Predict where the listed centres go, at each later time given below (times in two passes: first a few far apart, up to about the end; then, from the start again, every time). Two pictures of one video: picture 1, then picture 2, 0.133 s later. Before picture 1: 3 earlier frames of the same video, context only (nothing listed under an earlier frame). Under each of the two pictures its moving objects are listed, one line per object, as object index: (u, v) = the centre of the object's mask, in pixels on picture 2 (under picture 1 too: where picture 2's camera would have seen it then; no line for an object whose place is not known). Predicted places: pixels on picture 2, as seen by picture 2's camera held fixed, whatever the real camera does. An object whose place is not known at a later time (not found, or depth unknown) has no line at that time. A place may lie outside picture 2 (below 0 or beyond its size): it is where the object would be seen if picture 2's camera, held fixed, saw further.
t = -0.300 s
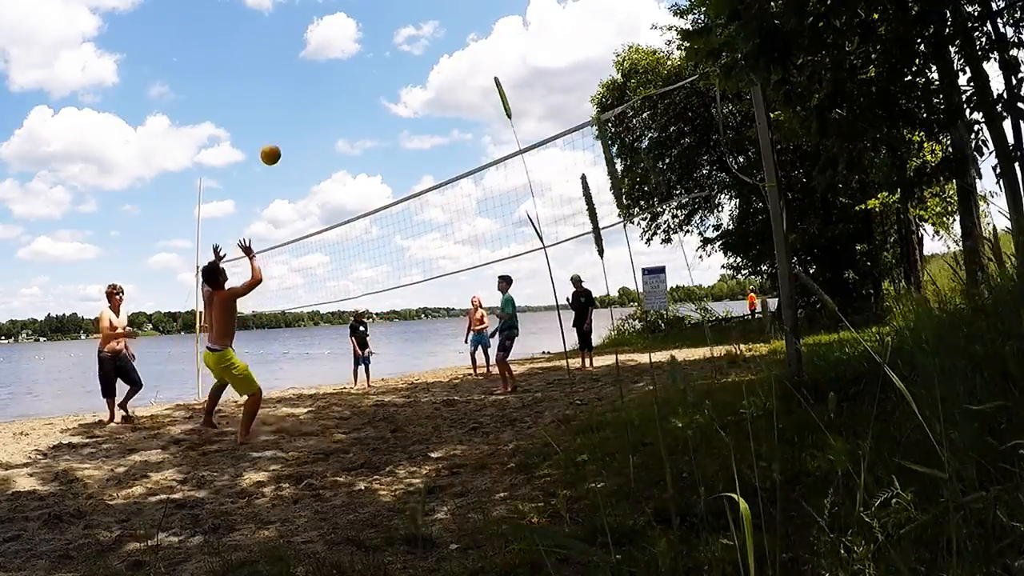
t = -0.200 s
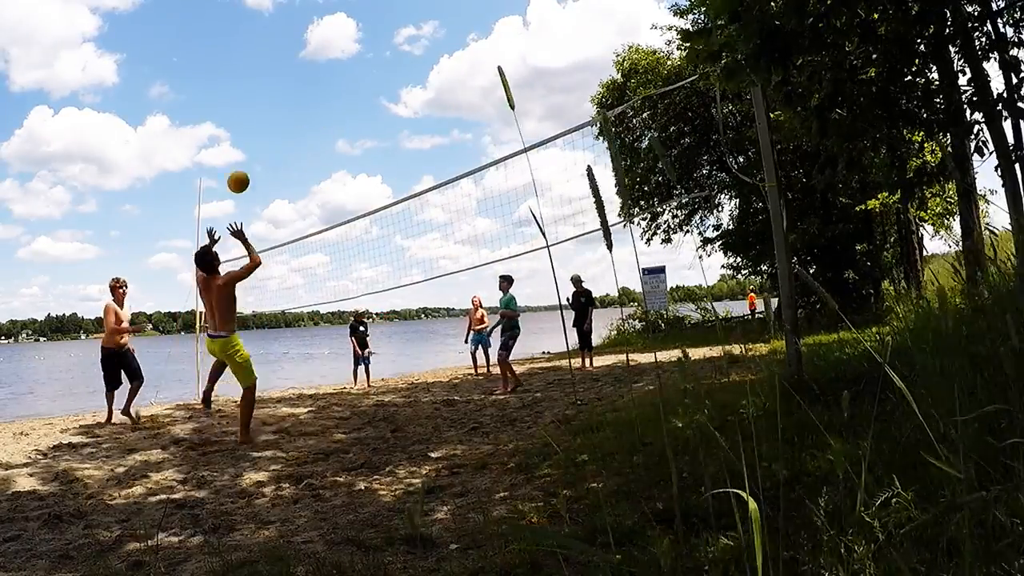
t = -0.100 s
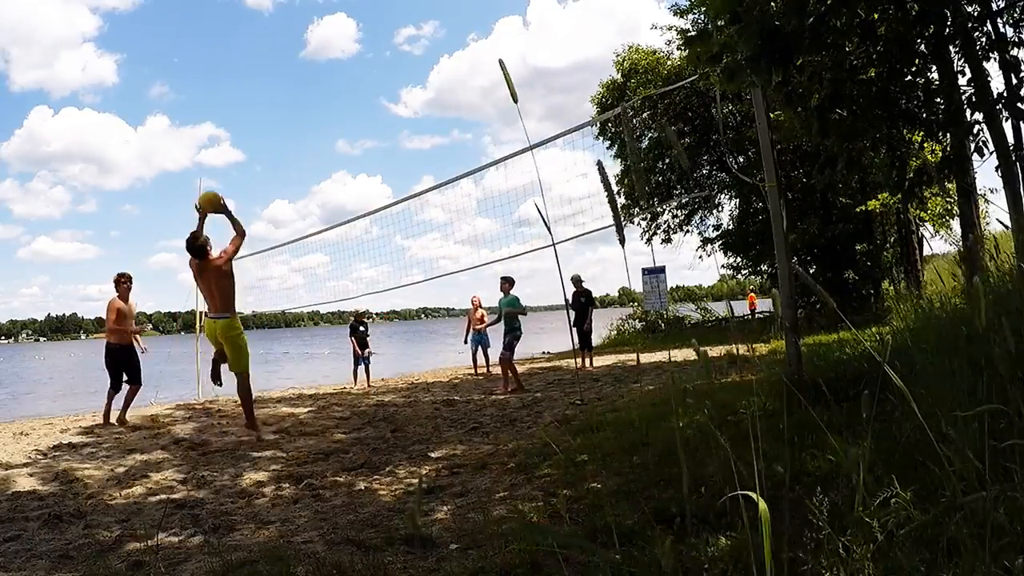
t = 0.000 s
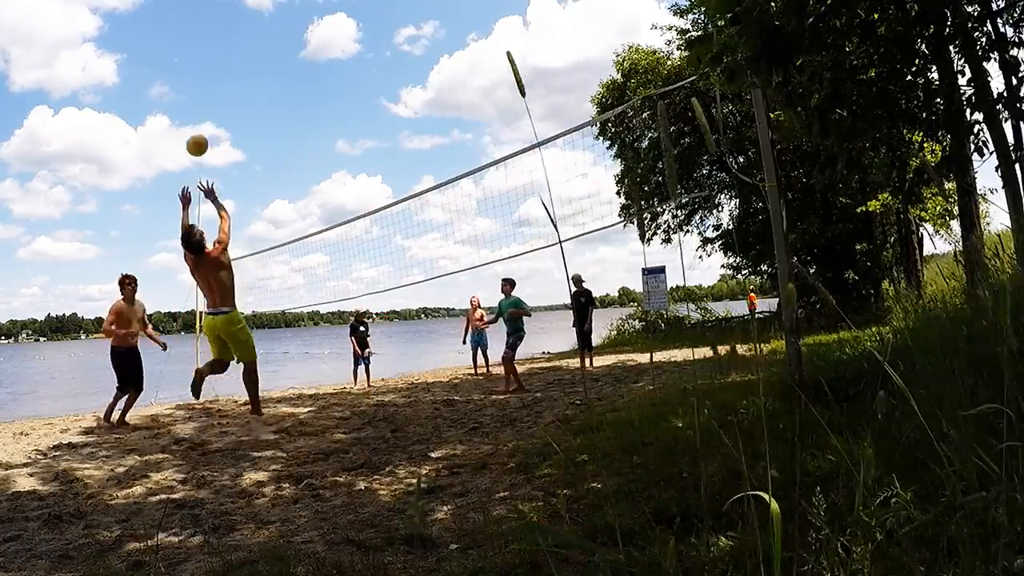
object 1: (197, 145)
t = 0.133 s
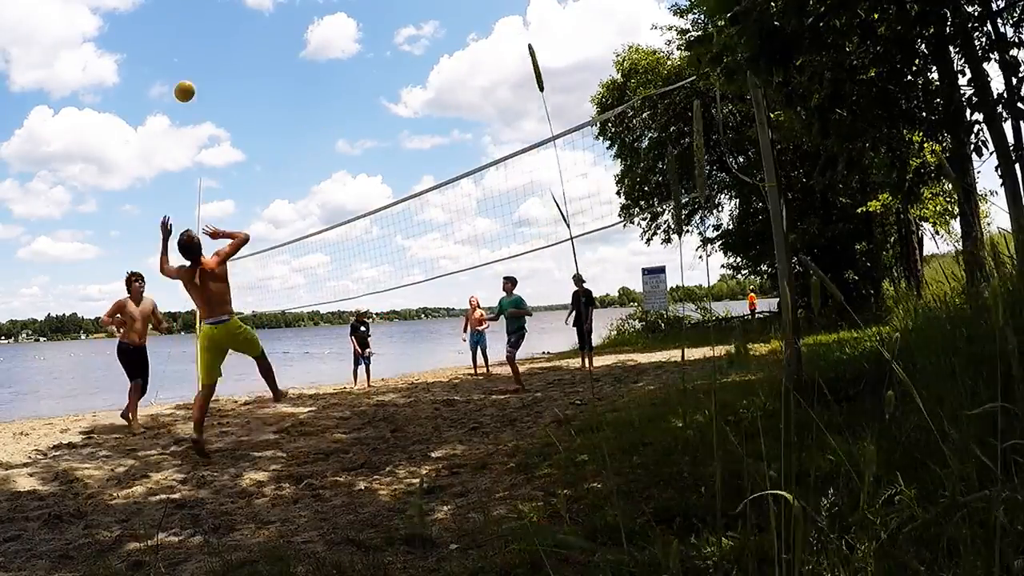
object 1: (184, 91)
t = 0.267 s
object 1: (173, 59)
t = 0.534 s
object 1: (151, 46)
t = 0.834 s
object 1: (125, 101)
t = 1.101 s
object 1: (105, 205)
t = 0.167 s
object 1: (181, 81)
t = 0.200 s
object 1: (179, 72)
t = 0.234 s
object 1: (176, 65)
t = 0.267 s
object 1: (173, 59)
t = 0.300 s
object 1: (170, 54)
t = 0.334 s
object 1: (168, 50)
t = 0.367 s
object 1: (165, 47)
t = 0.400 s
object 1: (162, 45)
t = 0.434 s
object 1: (159, 44)
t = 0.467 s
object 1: (156, 44)
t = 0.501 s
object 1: (154, 45)
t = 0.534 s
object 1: (151, 46)
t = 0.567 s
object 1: (148, 49)
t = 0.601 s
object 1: (145, 53)
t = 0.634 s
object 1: (142, 57)
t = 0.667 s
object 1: (139, 62)
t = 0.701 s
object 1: (137, 68)
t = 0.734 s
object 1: (134, 75)
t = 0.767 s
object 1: (131, 83)
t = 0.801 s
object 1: (128, 92)
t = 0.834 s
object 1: (125, 101)
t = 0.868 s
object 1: (122, 111)
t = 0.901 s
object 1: (119, 122)
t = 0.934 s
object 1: (116, 135)
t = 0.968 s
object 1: (114, 148)
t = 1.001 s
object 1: (111, 161)
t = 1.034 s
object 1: (109, 175)
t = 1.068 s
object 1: (107, 190)
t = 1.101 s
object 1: (105, 205)
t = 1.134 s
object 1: (103, 221)
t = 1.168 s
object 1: (102, 238)
